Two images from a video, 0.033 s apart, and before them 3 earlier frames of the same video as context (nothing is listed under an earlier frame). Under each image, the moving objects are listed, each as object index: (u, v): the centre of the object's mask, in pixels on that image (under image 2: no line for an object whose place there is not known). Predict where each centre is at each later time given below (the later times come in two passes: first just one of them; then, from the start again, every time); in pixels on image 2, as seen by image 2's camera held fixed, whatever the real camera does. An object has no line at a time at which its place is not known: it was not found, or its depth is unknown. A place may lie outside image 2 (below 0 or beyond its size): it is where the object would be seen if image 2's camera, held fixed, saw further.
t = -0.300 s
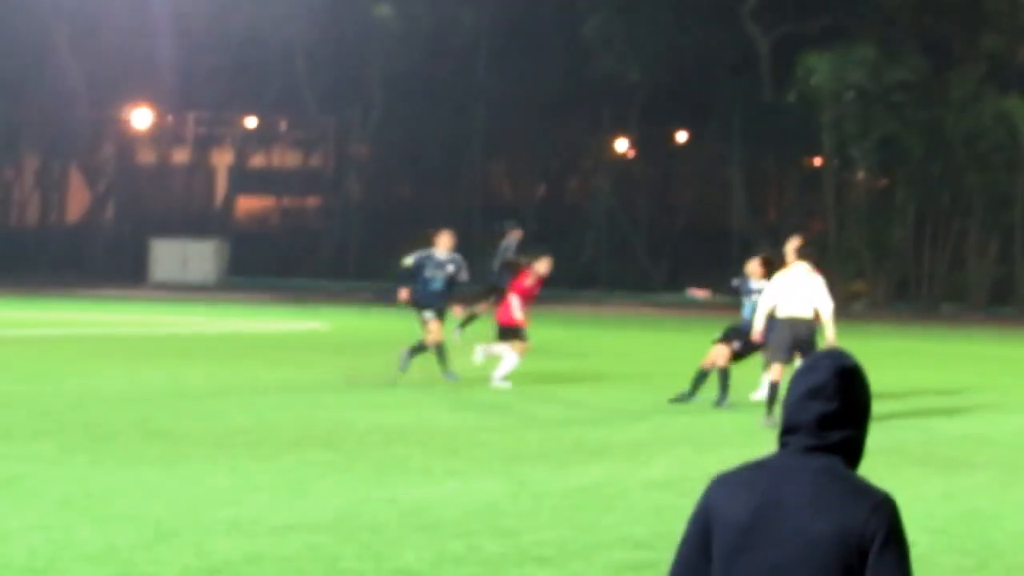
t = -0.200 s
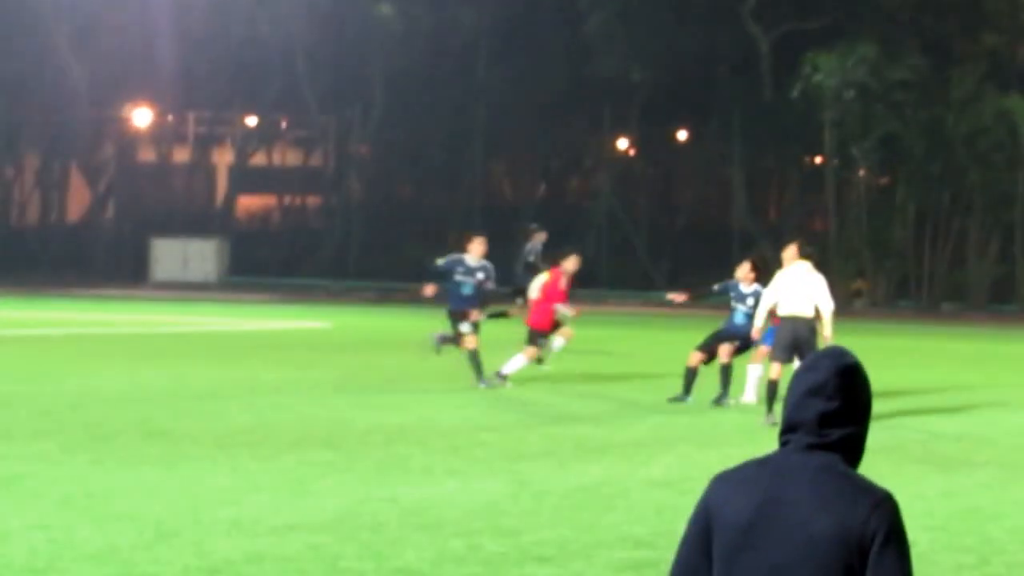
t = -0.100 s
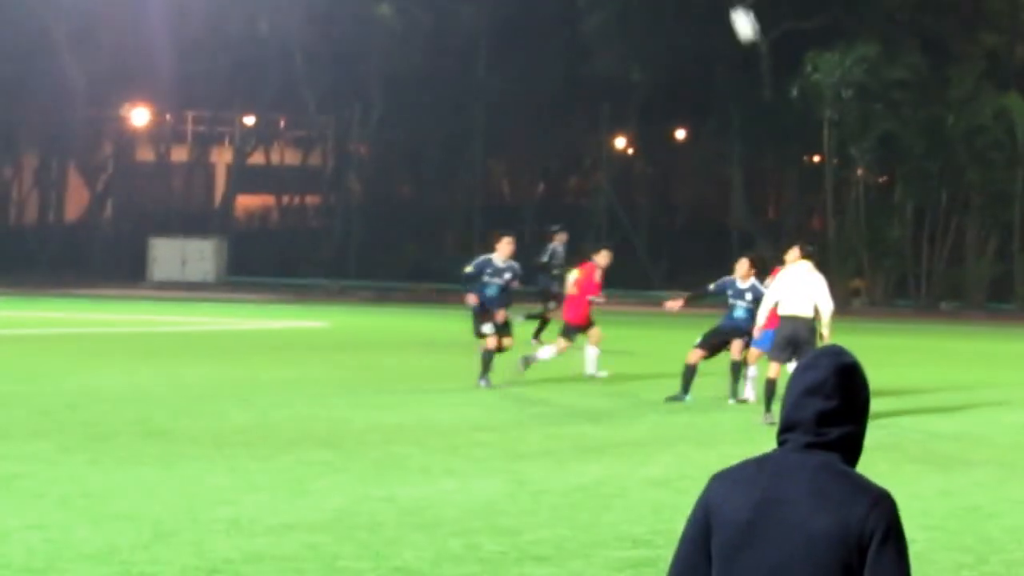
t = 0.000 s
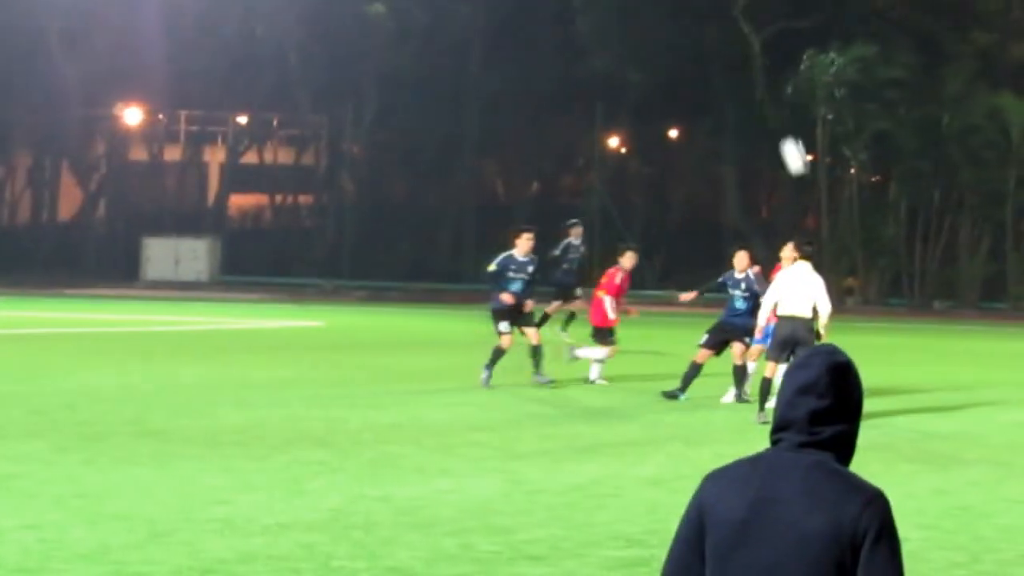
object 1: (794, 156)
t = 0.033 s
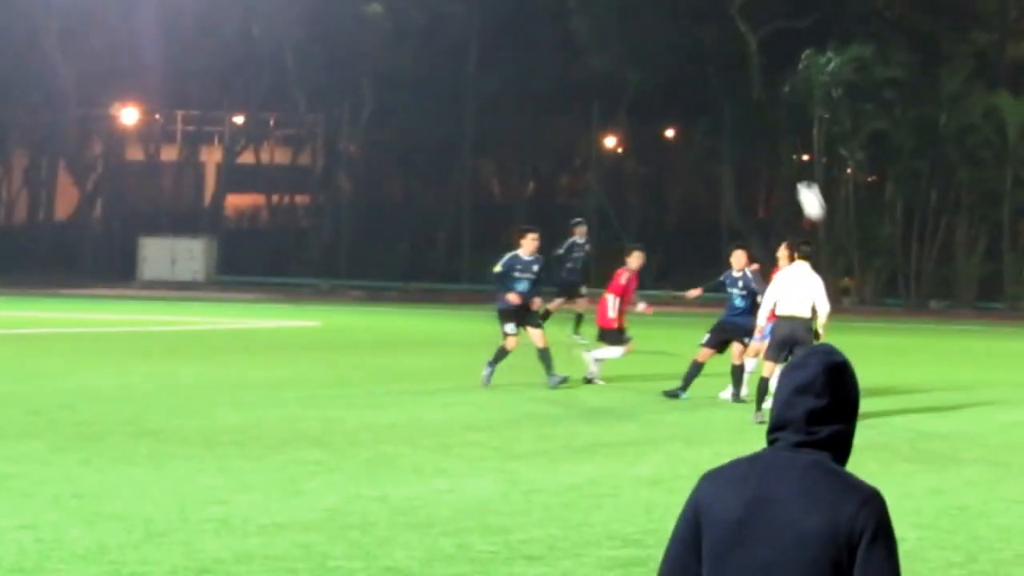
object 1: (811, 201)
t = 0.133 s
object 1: (872, 339)
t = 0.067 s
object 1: (831, 247)
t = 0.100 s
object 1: (852, 293)
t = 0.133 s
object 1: (872, 339)
